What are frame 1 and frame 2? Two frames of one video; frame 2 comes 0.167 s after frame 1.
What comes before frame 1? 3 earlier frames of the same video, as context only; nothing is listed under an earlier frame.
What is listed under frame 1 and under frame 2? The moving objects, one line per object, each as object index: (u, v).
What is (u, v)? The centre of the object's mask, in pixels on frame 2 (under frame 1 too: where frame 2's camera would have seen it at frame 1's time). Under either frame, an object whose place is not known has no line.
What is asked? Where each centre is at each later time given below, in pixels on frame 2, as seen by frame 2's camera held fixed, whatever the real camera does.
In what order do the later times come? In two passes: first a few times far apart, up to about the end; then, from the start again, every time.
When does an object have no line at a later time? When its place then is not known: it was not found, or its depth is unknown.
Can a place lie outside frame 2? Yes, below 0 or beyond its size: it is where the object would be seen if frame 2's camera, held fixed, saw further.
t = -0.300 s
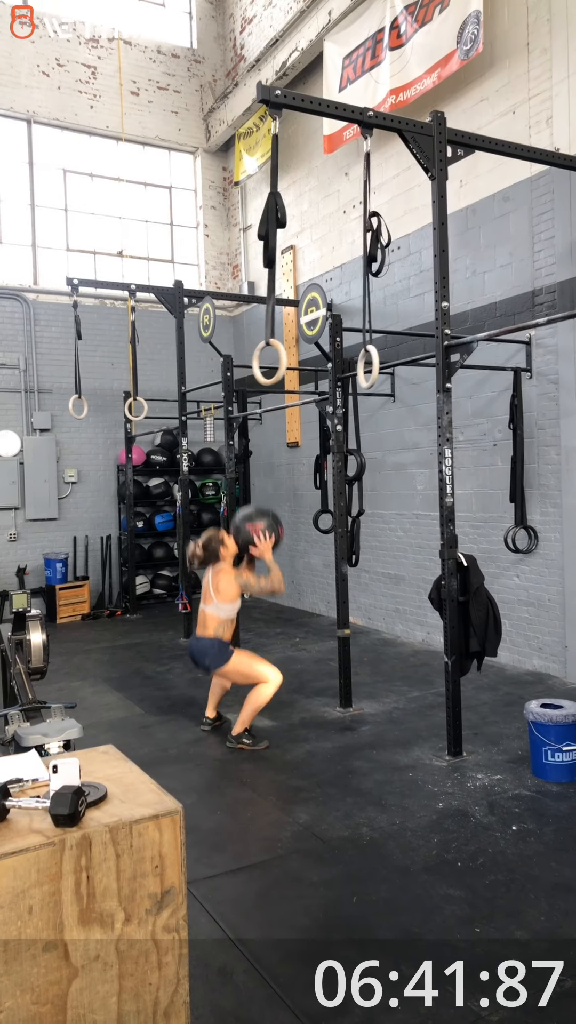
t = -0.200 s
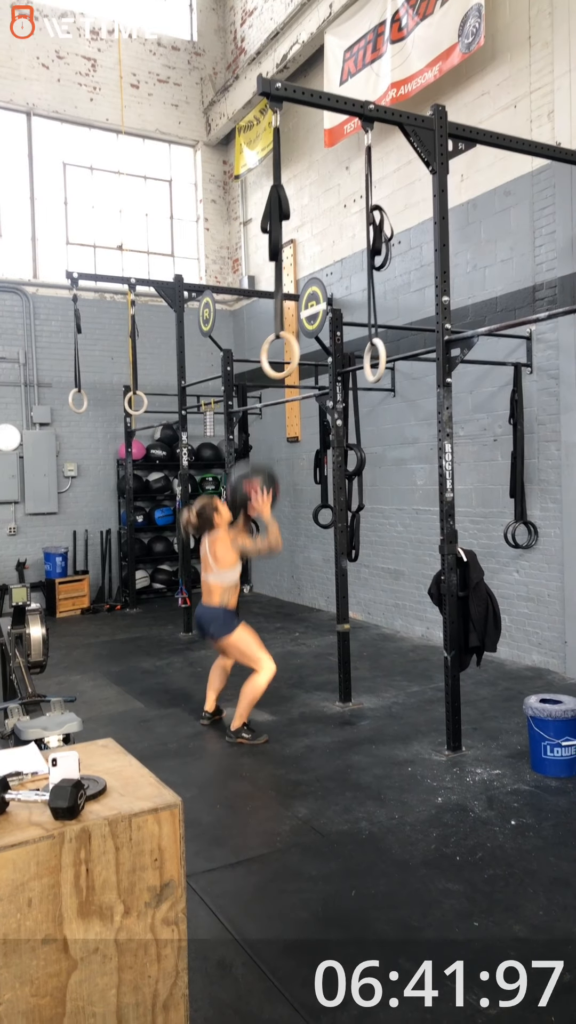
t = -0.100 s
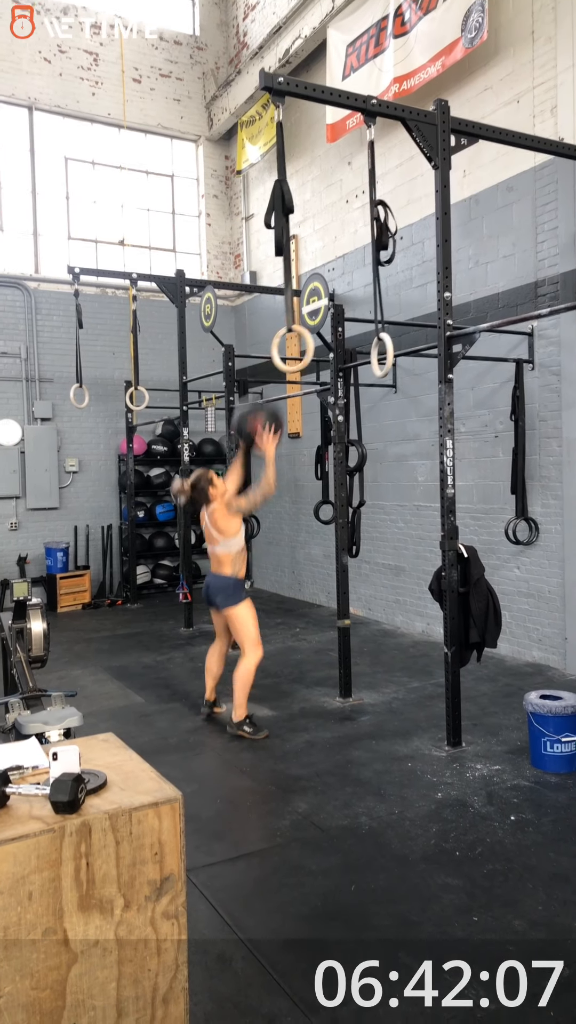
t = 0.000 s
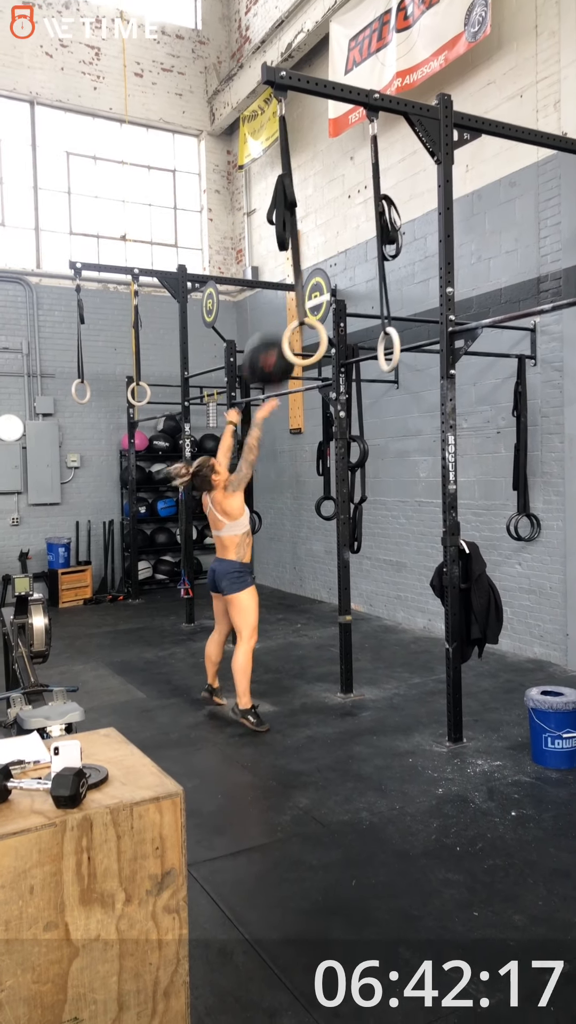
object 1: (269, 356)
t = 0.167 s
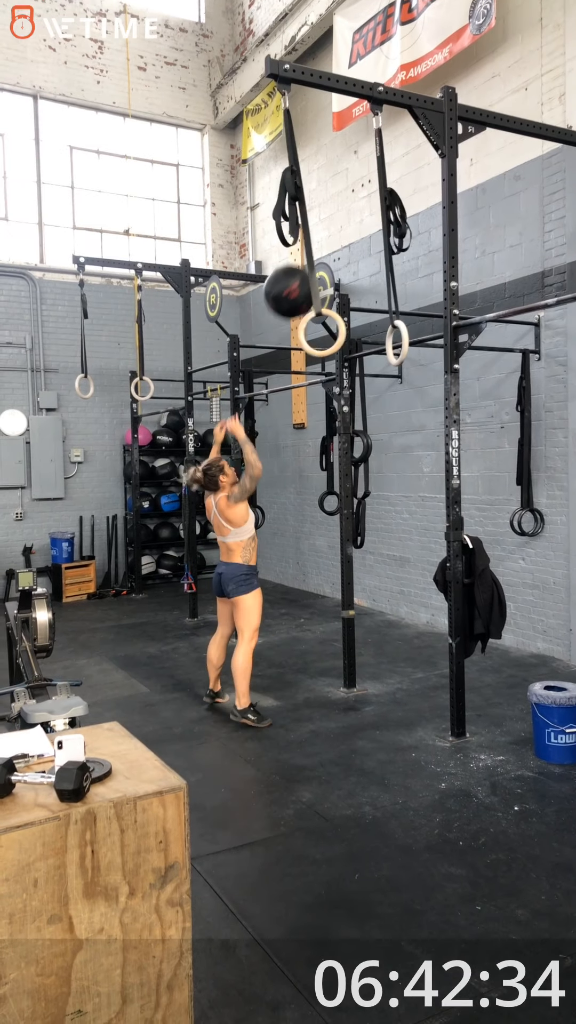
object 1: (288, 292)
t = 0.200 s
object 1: (291, 284)
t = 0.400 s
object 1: (293, 274)
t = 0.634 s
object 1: (275, 334)
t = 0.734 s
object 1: (271, 385)
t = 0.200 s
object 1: (291, 284)
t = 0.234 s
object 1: (293, 278)
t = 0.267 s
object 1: (295, 274)
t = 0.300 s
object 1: (302, 272)
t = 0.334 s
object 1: (296, 273)
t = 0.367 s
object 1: (295, 273)
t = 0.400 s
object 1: (293, 274)
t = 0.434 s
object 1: (292, 277)
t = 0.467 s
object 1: (290, 282)
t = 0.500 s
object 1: (288, 289)
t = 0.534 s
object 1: (286, 298)
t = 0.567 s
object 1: (283, 308)
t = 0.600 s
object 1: (279, 320)
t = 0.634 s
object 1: (275, 334)
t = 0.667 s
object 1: (273, 350)
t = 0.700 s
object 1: (274, 366)
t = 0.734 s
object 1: (271, 385)
